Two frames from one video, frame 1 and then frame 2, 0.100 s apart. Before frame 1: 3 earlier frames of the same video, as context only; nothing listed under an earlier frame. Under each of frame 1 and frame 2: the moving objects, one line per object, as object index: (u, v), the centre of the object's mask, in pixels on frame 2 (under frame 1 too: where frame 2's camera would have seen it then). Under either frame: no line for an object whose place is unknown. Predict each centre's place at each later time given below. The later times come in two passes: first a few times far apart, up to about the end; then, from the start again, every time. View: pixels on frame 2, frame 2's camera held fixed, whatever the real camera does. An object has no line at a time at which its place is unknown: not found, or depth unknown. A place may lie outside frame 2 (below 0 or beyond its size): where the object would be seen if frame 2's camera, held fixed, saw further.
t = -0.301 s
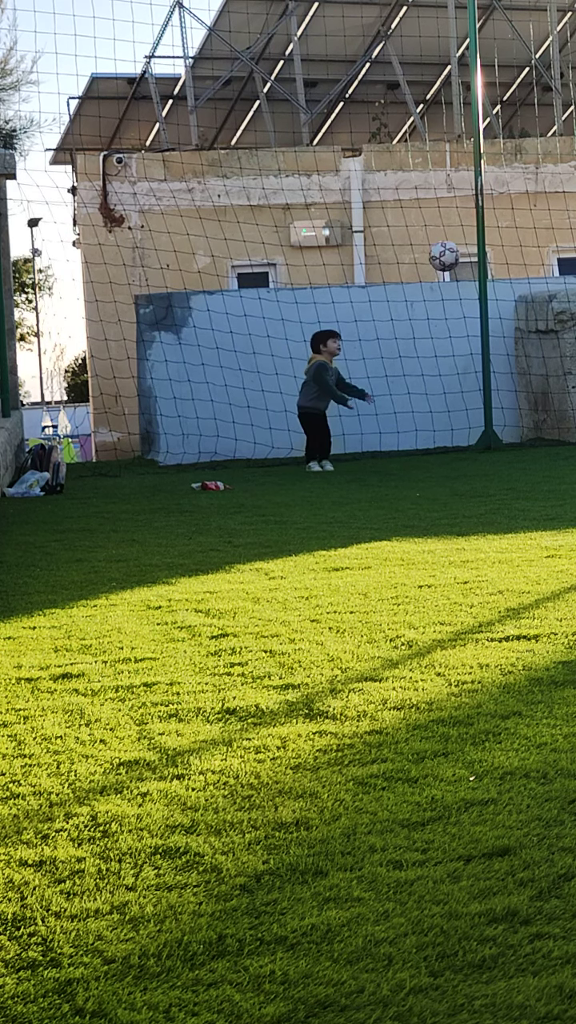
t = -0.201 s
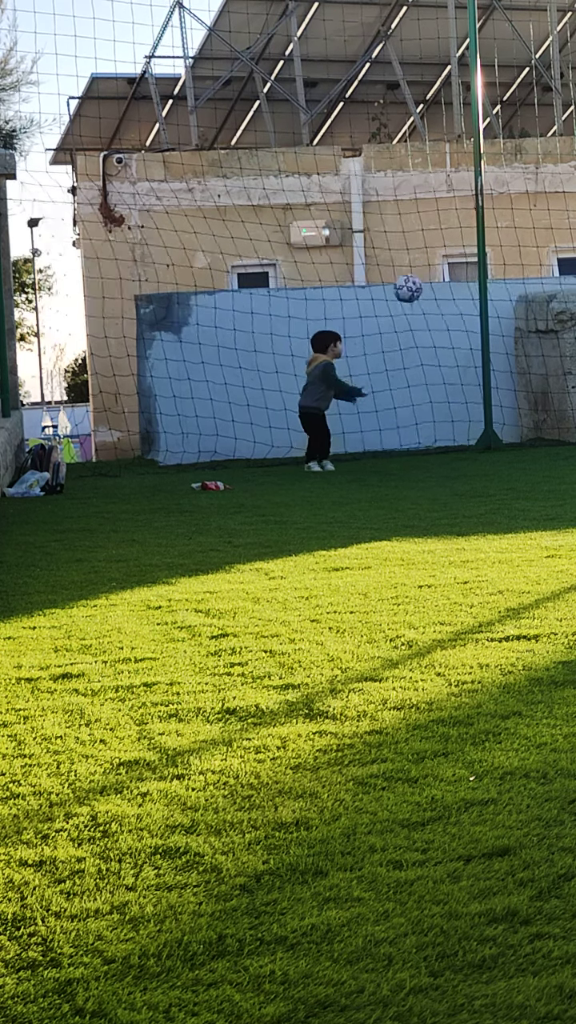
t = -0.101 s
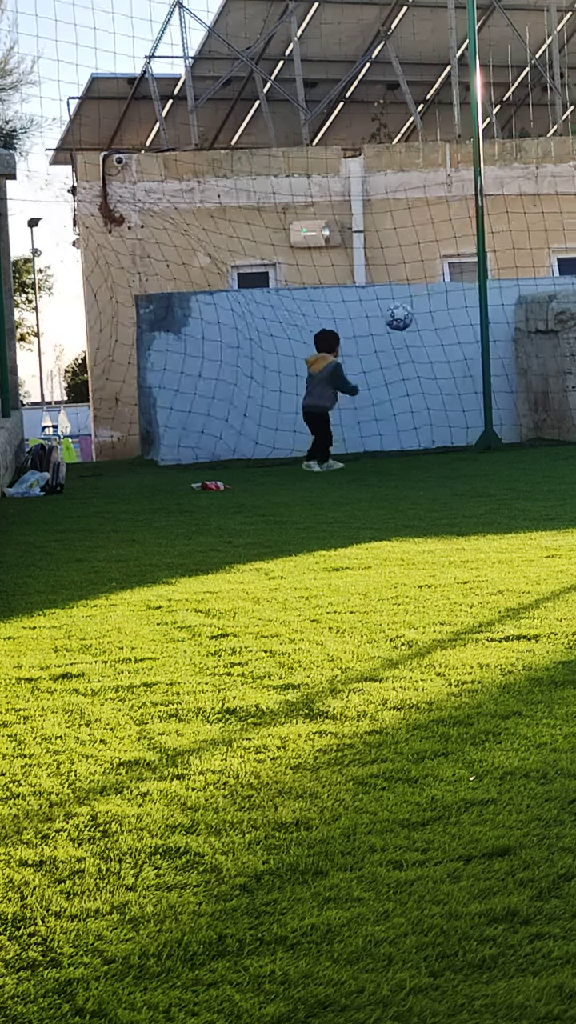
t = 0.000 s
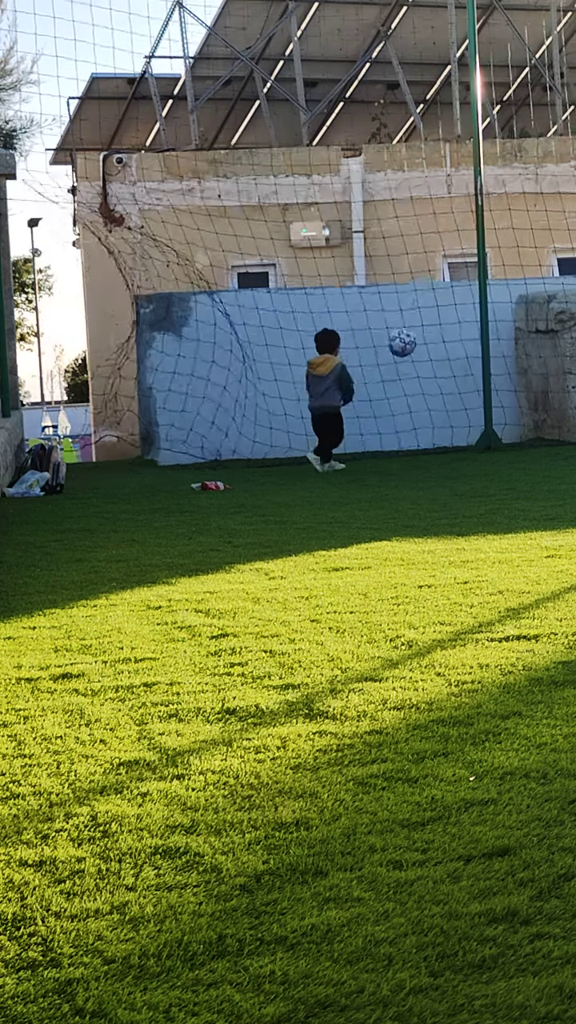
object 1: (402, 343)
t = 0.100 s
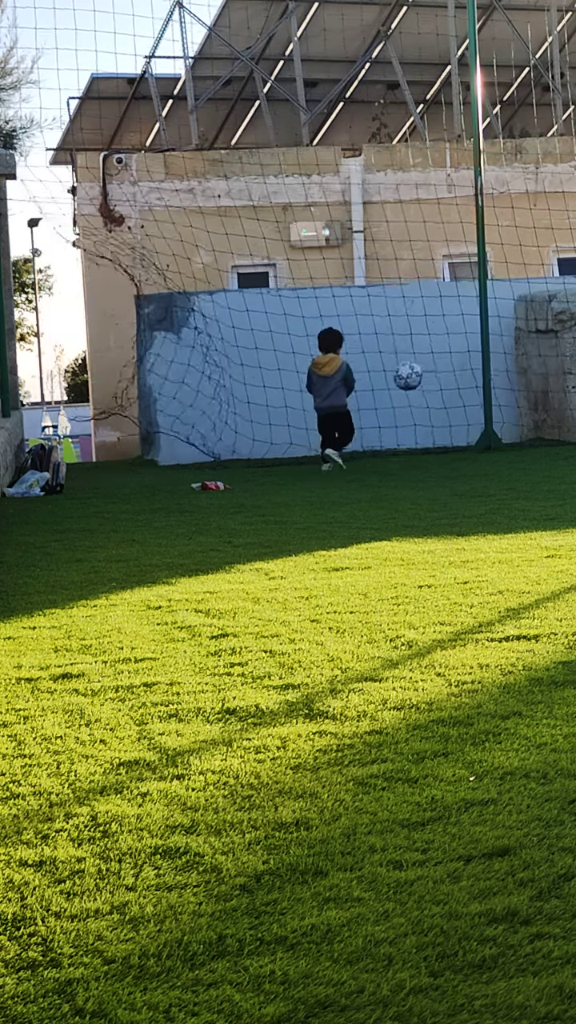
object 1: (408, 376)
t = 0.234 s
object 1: (421, 439)
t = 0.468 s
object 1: (434, 409)
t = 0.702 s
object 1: (451, 436)
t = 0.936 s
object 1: (467, 437)
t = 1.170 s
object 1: (483, 453)
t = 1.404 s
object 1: (497, 459)
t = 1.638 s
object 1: (510, 463)
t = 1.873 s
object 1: (524, 466)
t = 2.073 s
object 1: (536, 468)
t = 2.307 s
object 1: (548, 470)
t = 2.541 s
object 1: (557, 475)
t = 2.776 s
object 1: (558, 478)
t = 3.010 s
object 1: (559, 480)
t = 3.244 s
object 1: (558, 482)
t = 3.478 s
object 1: (556, 484)
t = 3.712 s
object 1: (554, 486)
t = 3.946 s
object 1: (549, 487)
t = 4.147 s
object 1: (545, 488)
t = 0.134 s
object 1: (411, 390)
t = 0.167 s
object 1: (414, 404)
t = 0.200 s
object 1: (416, 421)
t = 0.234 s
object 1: (421, 439)
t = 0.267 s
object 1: (424, 448)
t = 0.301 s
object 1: (425, 438)
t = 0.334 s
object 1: (426, 430)
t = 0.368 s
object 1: (428, 422)
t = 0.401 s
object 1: (431, 417)
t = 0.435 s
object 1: (433, 412)
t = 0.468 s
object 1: (434, 409)
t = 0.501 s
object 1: (437, 409)
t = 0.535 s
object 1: (439, 409)
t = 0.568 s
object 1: (441, 411)
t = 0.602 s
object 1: (443, 415)
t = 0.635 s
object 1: (446, 421)
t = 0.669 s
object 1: (448, 428)
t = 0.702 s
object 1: (451, 436)
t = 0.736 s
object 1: (454, 447)
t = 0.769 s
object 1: (457, 457)
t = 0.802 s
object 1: (458, 451)
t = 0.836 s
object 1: (461, 445)
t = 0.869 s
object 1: (463, 441)
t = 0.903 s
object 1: (465, 438)
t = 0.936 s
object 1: (467, 437)
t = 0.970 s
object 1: (469, 438)
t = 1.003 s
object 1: (472, 441)
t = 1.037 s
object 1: (474, 446)
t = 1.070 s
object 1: (477, 453)
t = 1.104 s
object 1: (480, 460)
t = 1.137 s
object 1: (481, 457)
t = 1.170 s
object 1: (483, 453)
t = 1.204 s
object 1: (485, 450)
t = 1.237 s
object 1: (487, 450)
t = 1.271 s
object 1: (489, 451)
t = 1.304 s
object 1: (491, 454)
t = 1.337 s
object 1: (493, 460)
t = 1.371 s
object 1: (495, 462)
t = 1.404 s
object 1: (497, 459)
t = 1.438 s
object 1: (499, 459)
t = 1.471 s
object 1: (501, 460)
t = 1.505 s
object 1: (503, 463)
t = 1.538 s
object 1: (505, 462)
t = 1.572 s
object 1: (506, 461)
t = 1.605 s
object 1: (508, 461)
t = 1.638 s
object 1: (510, 463)
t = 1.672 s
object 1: (512, 464)
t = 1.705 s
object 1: (514, 465)
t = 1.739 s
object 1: (516, 464)
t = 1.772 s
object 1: (518, 465)
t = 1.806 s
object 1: (520, 465)
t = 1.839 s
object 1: (522, 465)
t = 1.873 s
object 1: (524, 466)
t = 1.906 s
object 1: (527, 467)
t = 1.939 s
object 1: (529, 467)
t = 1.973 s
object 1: (531, 467)
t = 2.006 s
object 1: (533, 468)
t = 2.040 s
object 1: (535, 468)
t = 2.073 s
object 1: (536, 468)
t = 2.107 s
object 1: (538, 469)
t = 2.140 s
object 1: (540, 469)
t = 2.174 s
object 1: (542, 468)
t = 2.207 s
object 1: (543, 468)
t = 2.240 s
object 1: (545, 470)
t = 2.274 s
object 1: (547, 470)
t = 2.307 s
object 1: (548, 470)
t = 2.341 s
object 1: (550, 471)
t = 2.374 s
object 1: (551, 472)
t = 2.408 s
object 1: (553, 472)
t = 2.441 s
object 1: (554, 473)
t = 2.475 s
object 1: (555, 473)
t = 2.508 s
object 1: (556, 474)
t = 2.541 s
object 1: (557, 475)
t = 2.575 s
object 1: (557, 475)
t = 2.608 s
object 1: (557, 475)
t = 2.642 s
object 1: (558, 476)
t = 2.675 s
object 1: (558, 476)
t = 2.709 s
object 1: (558, 476)
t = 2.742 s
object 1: (558, 477)
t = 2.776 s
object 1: (558, 478)
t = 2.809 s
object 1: (558, 479)
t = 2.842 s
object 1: (559, 479)
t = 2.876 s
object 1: (559, 479)
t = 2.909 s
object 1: (559, 480)
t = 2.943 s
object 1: (559, 480)
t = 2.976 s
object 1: (559, 480)
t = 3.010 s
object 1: (559, 480)
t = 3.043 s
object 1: (559, 480)
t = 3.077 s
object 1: (558, 481)
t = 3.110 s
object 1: (558, 481)
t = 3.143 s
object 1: (558, 481)
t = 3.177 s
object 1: (558, 482)
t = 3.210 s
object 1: (558, 482)
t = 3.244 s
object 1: (558, 482)
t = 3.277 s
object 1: (557, 482)
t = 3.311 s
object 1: (557, 483)
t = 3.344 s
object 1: (557, 483)
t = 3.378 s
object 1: (557, 483)
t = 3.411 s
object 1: (556, 484)
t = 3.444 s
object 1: (556, 484)
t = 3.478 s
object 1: (556, 484)
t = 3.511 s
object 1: (556, 485)
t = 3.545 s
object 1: (555, 485)
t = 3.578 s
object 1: (555, 485)
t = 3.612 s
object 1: (555, 485)
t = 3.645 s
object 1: (554, 485)
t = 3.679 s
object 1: (554, 486)
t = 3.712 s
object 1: (554, 486)
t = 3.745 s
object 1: (553, 486)
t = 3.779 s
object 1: (552, 486)
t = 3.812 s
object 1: (552, 486)
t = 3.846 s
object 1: (551, 486)
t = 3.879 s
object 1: (550, 486)
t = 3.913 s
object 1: (549, 486)
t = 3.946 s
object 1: (549, 487)
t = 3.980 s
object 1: (548, 487)
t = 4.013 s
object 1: (547, 487)
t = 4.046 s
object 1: (547, 487)
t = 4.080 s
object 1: (546, 487)
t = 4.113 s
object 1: (546, 488)
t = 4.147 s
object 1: (545, 488)
